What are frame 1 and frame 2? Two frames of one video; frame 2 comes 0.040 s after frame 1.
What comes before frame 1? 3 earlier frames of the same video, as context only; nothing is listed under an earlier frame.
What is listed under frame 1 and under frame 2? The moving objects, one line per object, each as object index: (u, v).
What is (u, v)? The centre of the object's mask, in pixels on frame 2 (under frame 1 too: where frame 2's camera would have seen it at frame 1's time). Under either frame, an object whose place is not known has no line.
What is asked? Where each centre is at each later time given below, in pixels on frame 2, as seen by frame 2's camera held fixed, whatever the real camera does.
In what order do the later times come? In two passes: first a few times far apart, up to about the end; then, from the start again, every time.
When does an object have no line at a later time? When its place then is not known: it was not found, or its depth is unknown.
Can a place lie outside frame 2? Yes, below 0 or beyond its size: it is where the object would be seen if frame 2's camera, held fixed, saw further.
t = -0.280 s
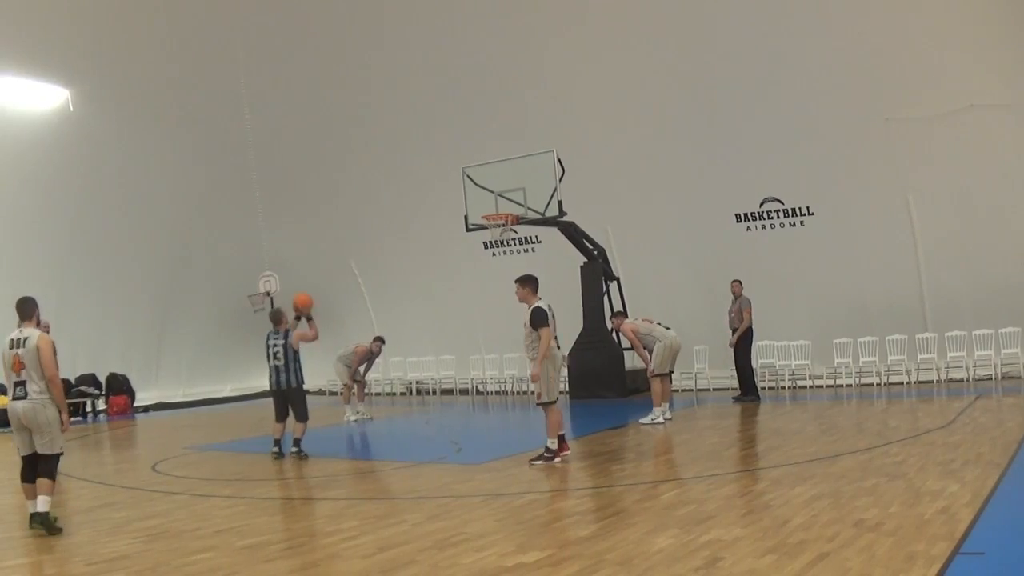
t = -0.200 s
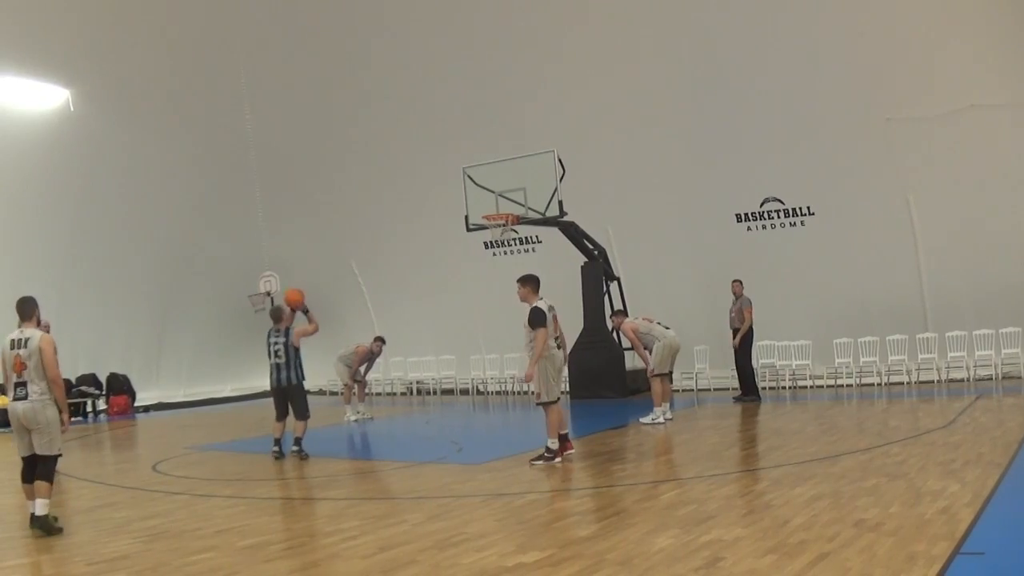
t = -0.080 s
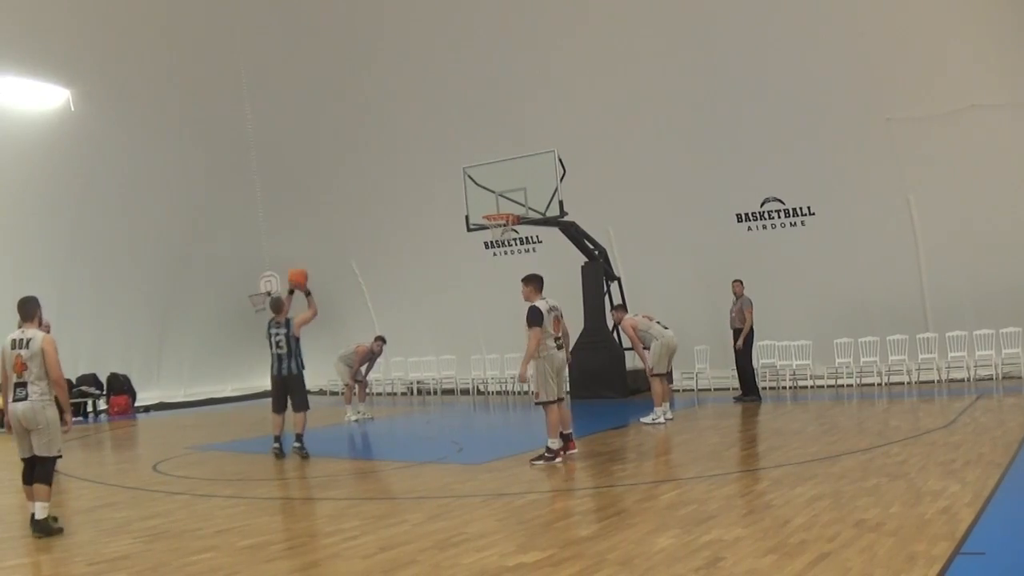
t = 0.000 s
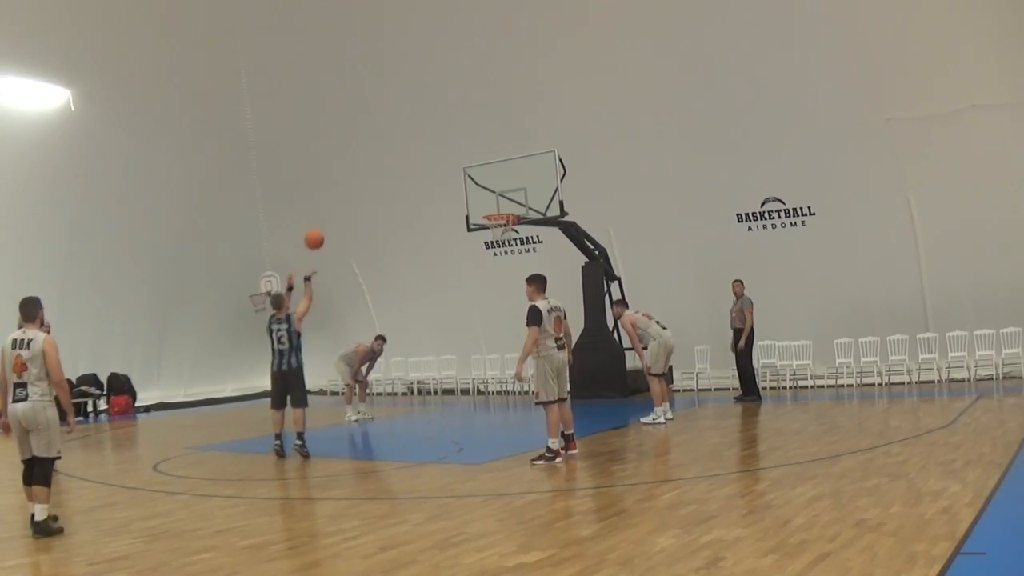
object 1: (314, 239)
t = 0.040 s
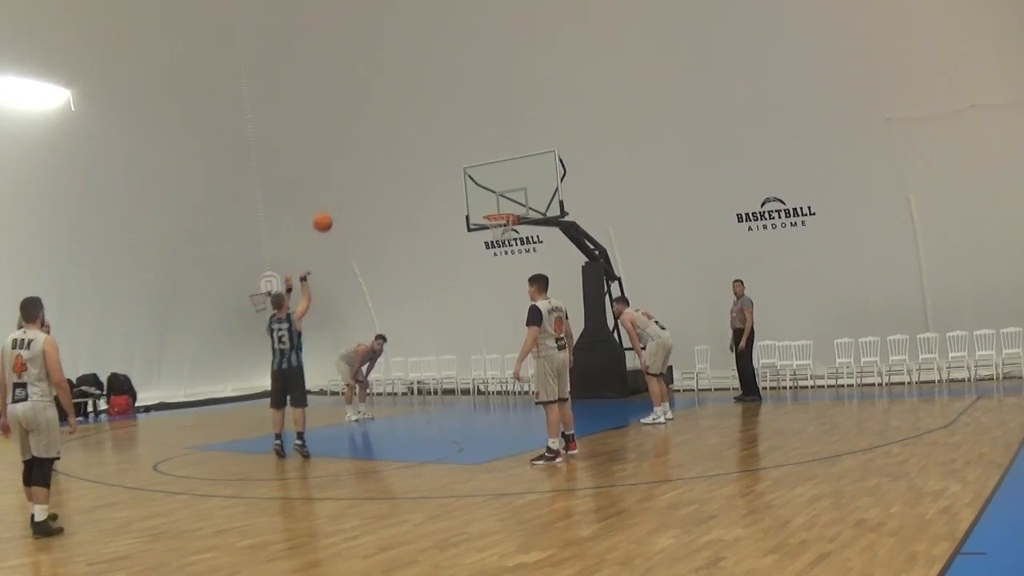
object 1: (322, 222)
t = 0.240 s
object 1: (364, 159)
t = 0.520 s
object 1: (416, 129)
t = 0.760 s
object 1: (458, 147)
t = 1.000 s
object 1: (497, 199)
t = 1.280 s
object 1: (464, 187)
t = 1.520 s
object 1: (426, 200)
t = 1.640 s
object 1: (408, 222)
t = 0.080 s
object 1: (331, 206)
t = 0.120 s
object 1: (339, 192)
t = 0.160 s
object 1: (348, 180)
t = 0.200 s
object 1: (356, 168)
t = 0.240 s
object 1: (364, 159)
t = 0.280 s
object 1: (372, 151)
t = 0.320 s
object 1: (380, 144)
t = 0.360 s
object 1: (387, 138)
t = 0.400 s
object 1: (395, 135)
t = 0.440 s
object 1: (402, 132)
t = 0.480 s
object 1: (409, 130)
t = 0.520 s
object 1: (416, 129)
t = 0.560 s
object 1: (424, 129)
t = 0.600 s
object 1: (431, 131)
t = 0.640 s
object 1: (438, 134)
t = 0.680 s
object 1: (445, 137)
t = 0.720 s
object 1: (451, 141)
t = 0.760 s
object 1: (458, 147)
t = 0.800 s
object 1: (465, 153)
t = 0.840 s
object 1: (472, 161)
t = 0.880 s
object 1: (478, 169)
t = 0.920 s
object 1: (485, 178)
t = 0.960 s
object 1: (491, 188)
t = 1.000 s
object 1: (497, 199)
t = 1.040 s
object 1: (502, 209)
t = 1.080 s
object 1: (496, 204)
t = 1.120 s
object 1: (489, 199)
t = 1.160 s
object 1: (482, 194)
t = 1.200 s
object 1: (476, 191)
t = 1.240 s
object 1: (470, 189)
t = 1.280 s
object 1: (464, 187)
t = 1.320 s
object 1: (457, 187)
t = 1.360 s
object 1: (451, 187)
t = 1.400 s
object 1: (445, 189)
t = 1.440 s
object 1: (439, 192)
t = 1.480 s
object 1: (432, 196)
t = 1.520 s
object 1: (426, 200)
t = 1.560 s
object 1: (420, 206)
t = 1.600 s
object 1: (414, 213)
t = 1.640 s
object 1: (408, 222)
